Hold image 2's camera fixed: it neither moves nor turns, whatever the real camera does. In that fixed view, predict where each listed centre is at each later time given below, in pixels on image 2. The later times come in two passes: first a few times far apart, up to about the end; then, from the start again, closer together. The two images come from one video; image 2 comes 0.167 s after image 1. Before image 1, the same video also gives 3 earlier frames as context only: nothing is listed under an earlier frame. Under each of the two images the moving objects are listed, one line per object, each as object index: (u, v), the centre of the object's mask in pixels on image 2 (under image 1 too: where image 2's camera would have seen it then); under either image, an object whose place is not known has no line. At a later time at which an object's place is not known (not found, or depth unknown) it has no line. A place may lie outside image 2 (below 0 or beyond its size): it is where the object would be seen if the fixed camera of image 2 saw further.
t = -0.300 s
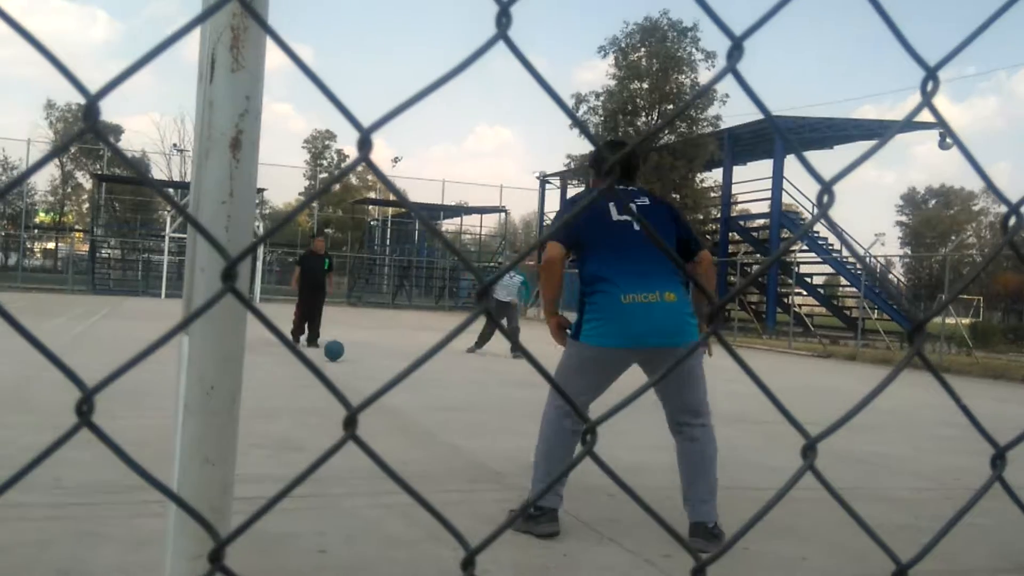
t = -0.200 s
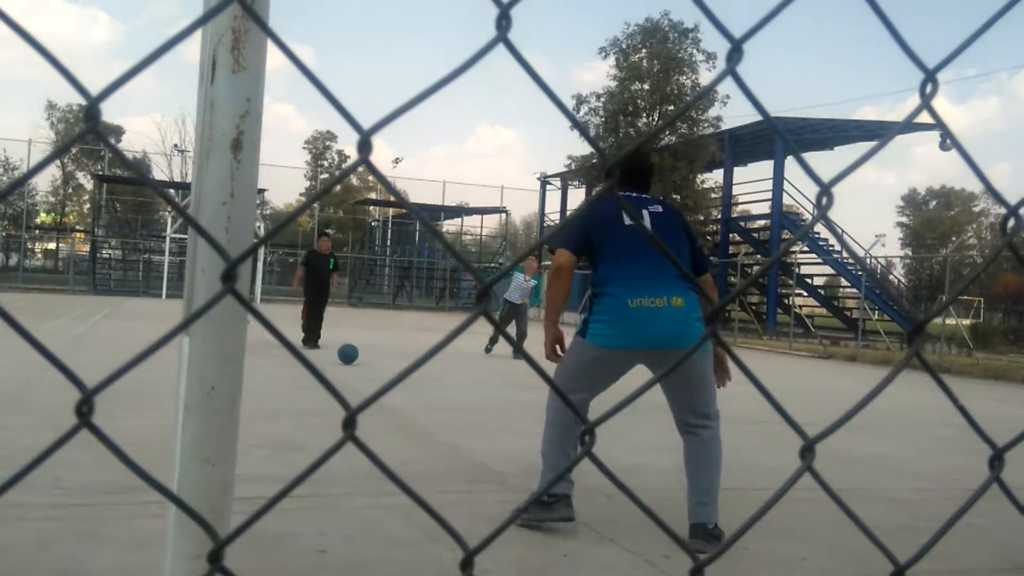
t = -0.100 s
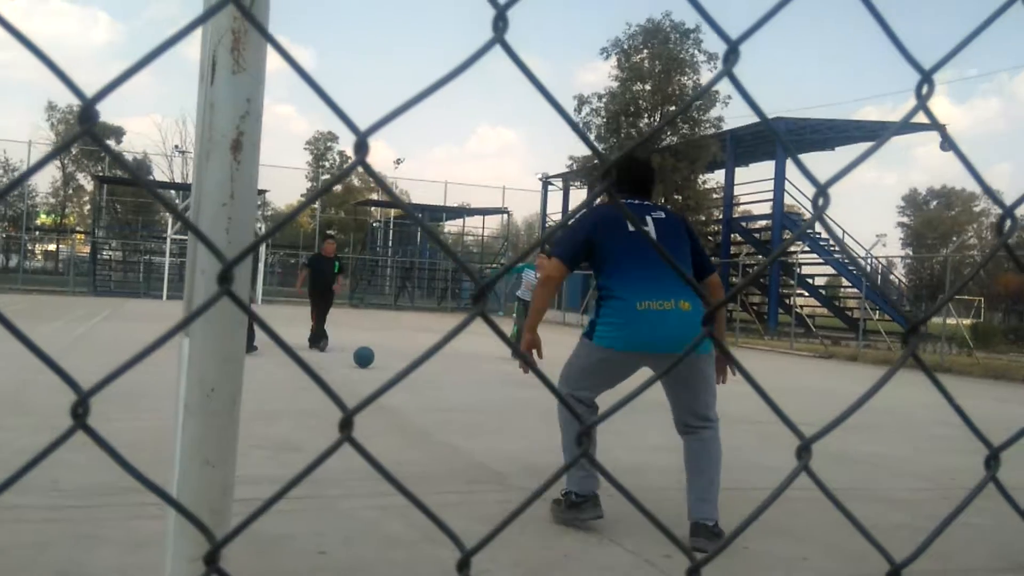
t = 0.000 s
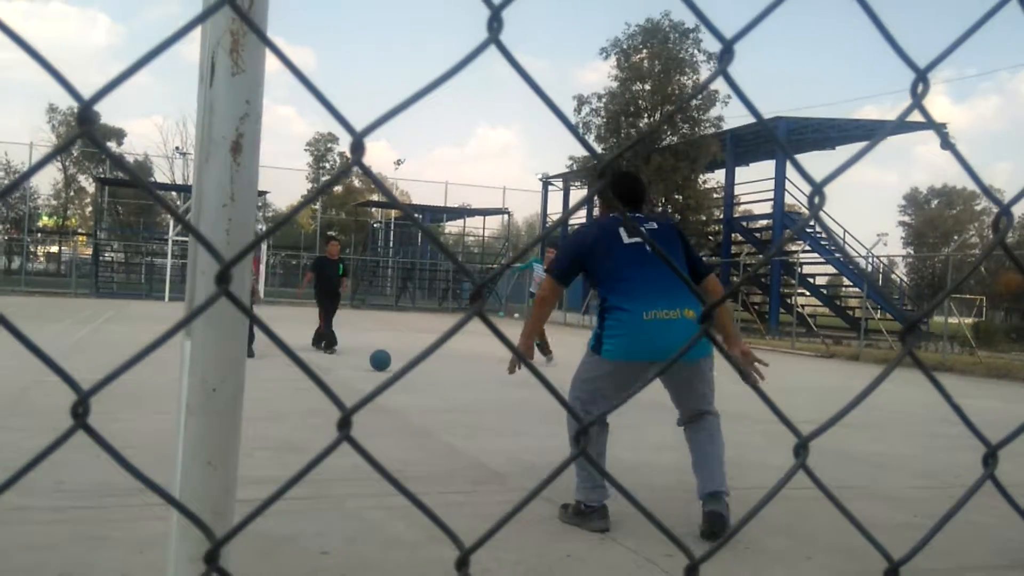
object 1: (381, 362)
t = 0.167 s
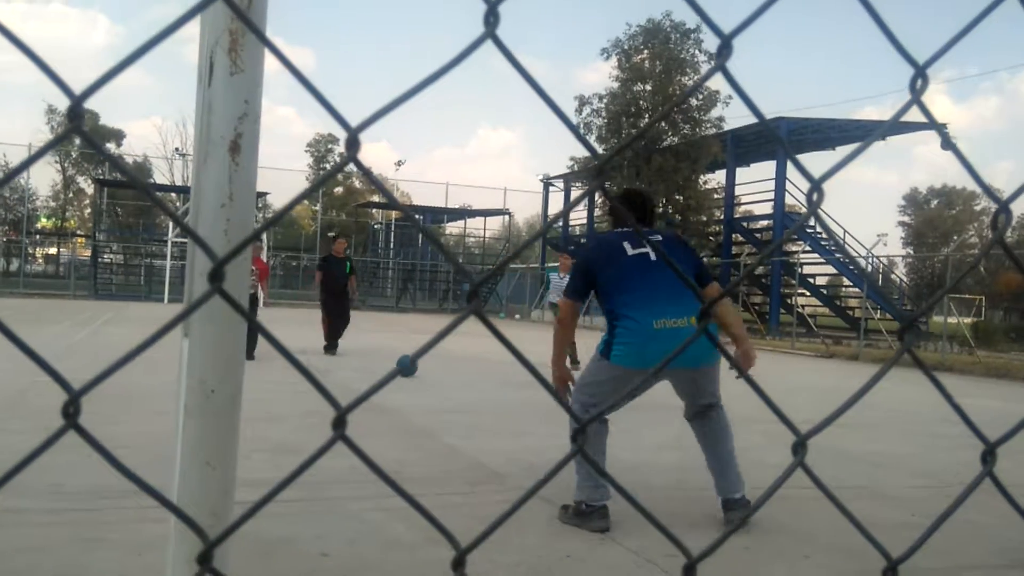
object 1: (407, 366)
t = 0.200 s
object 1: (414, 368)
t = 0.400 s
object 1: (447, 372)
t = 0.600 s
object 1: (482, 377)
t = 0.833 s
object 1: (527, 385)
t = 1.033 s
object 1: (570, 389)
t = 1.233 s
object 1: (616, 395)
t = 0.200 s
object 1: (414, 368)
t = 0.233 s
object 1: (419, 368)
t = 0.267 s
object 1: (424, 368)
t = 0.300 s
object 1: (429, 369)
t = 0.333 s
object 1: (435, 370)
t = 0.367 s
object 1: (441, 370)
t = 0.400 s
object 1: (447, 372)
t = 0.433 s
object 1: (452, 372)
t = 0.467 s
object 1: (458, 373)
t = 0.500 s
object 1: (464, 374)
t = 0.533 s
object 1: (470, 375)
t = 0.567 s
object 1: (476, 376)
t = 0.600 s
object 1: (482, 377)
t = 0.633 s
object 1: (488, 378)
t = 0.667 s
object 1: (495, 379)
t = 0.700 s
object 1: (501, 380)
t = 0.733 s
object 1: (508, 381)
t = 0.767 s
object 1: (514, 382)
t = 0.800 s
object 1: (521, 383)
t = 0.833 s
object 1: (527, 385)
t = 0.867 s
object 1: (533, 387)
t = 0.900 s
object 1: (541, 387)
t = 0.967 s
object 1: (559, 385)
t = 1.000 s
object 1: (564, 387)
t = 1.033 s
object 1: (570, 389)
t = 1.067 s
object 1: (578, 390)
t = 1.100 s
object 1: (586, 391)
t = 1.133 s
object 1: (593, 392)
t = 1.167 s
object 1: (600, 393)
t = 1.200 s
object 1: (608, 394)
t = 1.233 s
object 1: (616, 395)
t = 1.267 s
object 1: (623, 395)
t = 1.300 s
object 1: (629, 394)
